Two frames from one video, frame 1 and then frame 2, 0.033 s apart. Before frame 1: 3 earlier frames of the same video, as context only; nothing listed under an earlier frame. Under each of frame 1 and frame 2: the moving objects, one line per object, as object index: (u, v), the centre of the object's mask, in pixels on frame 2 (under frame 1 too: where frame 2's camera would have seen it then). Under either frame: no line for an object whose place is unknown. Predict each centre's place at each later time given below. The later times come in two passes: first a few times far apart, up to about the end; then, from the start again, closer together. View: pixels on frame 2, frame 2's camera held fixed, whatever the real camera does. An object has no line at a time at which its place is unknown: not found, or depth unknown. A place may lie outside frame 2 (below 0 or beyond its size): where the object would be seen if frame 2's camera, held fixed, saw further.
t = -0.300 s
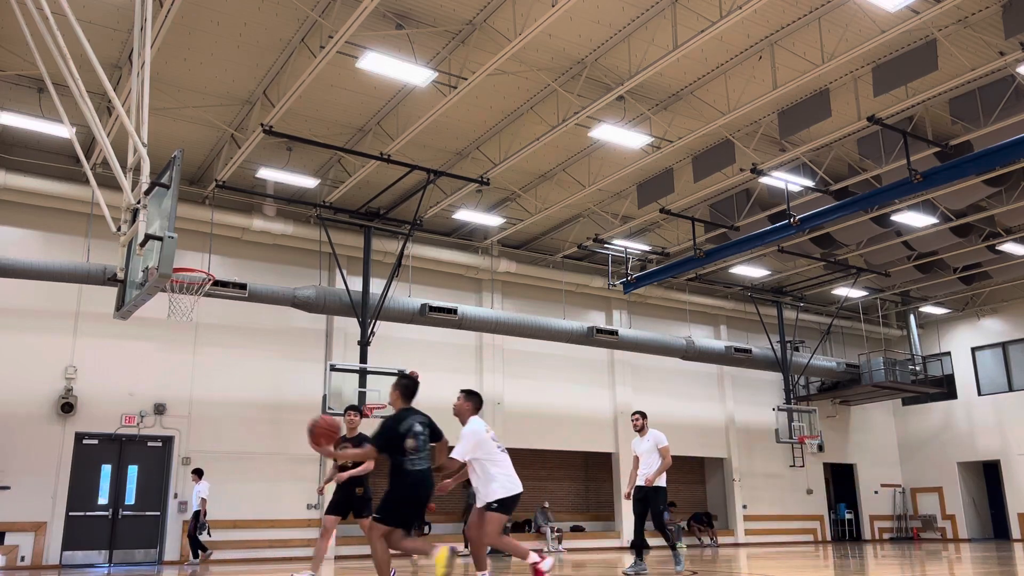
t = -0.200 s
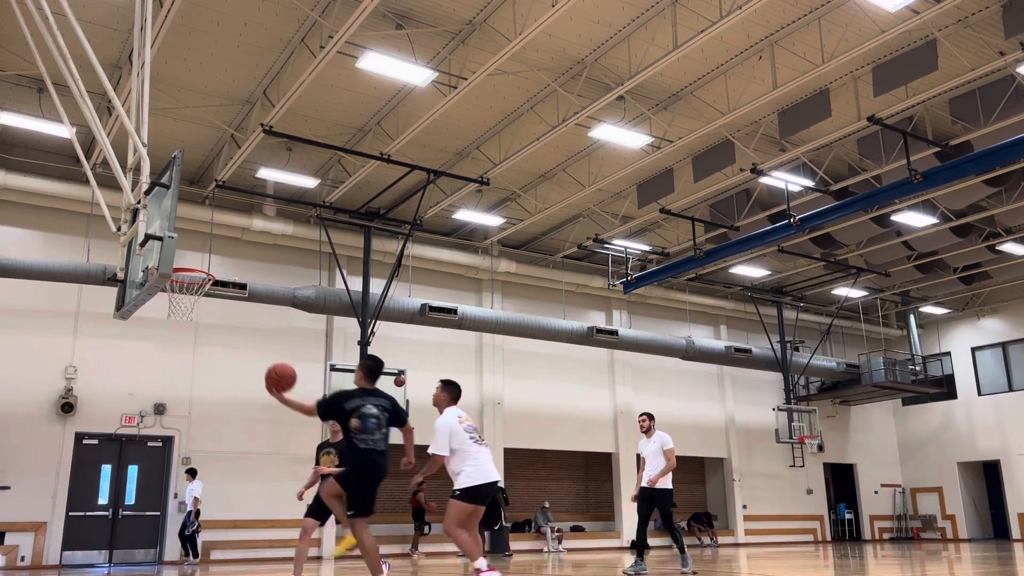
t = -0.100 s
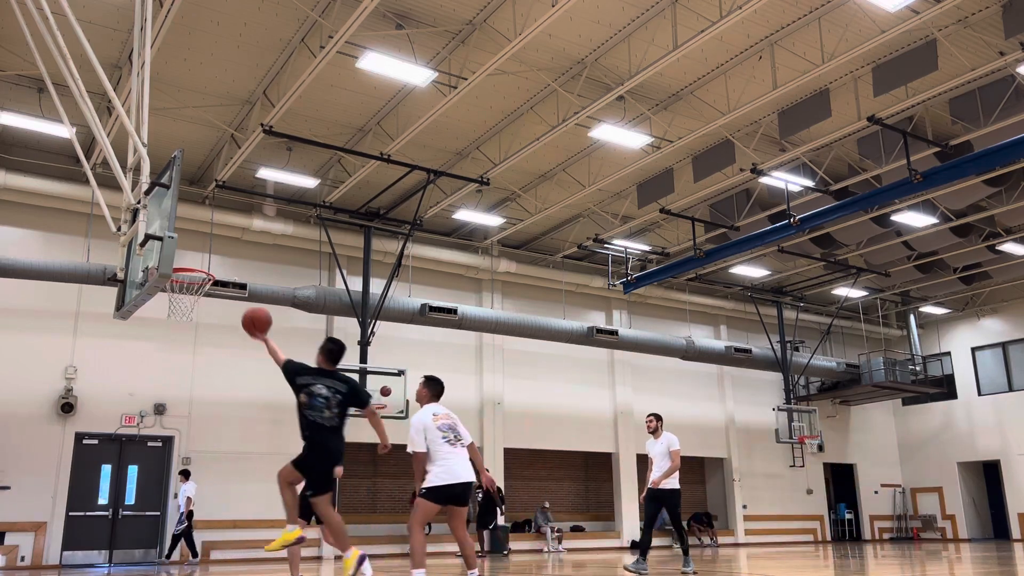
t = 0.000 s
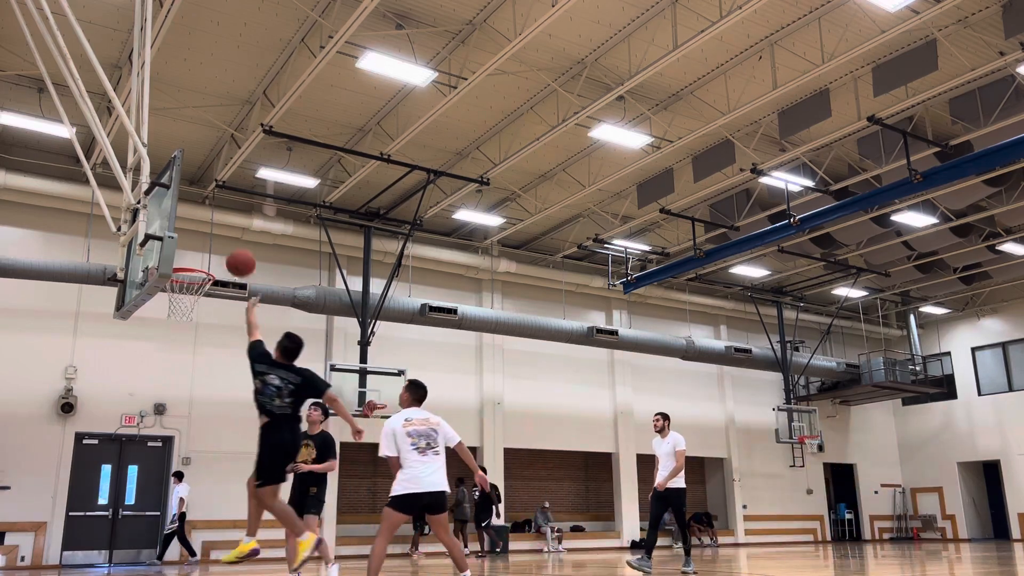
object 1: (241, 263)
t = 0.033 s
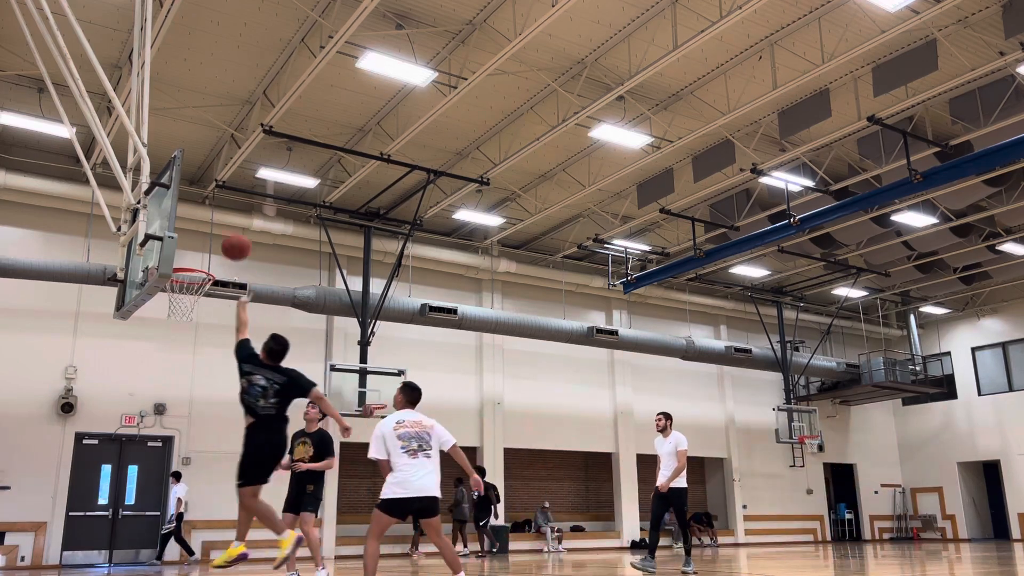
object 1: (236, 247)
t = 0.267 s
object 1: (200, 171)
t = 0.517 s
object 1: (195, 128)
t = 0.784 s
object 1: (204, 135)
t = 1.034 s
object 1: (209, 214)
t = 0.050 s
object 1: (233, 239)
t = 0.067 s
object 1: (230, 232)
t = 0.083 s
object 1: (228, 225)
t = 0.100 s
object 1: (225, 218)
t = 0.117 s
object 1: (222, 212)
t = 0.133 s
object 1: (221, 206)
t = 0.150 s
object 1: (218, 200)
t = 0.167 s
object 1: (216, 194)
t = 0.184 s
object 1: (213, 190)
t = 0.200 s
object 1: (210, 185)
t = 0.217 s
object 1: (207, 181)
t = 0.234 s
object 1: (205, 177)
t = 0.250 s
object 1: (203, 173)
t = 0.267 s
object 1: (200, 171)
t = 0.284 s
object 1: (198, 168)
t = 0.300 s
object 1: (196, 165)
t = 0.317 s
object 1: (193, 162)
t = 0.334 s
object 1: (191, 160)
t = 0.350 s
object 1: (189, 158)
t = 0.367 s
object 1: (188, 155)
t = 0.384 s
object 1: (189, 150)
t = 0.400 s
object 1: (189, 147)
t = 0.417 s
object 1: (190, 144)
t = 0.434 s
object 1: (191, 141)
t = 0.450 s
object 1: (192, 138)
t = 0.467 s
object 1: (192, 135)
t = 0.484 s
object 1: (193, 133)
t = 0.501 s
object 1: (194, 131)
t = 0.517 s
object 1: (195, 128)
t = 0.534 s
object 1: (196, 127)
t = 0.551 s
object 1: (196, 126)
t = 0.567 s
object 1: (197, 125)
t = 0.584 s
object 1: (198, 124)
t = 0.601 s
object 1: (198, 124)
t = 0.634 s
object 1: (199, 124)
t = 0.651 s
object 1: (199, 124)
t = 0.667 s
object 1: (200, 124)
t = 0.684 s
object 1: (200, 125)
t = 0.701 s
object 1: (201, 126)
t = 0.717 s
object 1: (202, 127)
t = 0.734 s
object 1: (202, 128)
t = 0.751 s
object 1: (202, 131)
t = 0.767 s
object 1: (203, 133)
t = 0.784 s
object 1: (204, 135)
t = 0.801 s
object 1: (204, 138)
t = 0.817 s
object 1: (205, 141)
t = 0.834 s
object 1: (205, 145)
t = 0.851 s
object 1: (206, 148)
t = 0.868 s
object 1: (206, 152)
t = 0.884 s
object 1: (206, 158)
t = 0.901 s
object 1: (207, 161)
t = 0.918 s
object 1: (207, 167)
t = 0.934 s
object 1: (208, 172)
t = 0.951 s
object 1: (208, 178)
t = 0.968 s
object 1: (208, 185)
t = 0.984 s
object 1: (209, 191)
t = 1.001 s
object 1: (209, 198)
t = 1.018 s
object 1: (209, 206)
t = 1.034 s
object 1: (209, 214)
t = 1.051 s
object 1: (209, 222)
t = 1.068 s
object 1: (209, 231)
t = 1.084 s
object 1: (209, 242)
